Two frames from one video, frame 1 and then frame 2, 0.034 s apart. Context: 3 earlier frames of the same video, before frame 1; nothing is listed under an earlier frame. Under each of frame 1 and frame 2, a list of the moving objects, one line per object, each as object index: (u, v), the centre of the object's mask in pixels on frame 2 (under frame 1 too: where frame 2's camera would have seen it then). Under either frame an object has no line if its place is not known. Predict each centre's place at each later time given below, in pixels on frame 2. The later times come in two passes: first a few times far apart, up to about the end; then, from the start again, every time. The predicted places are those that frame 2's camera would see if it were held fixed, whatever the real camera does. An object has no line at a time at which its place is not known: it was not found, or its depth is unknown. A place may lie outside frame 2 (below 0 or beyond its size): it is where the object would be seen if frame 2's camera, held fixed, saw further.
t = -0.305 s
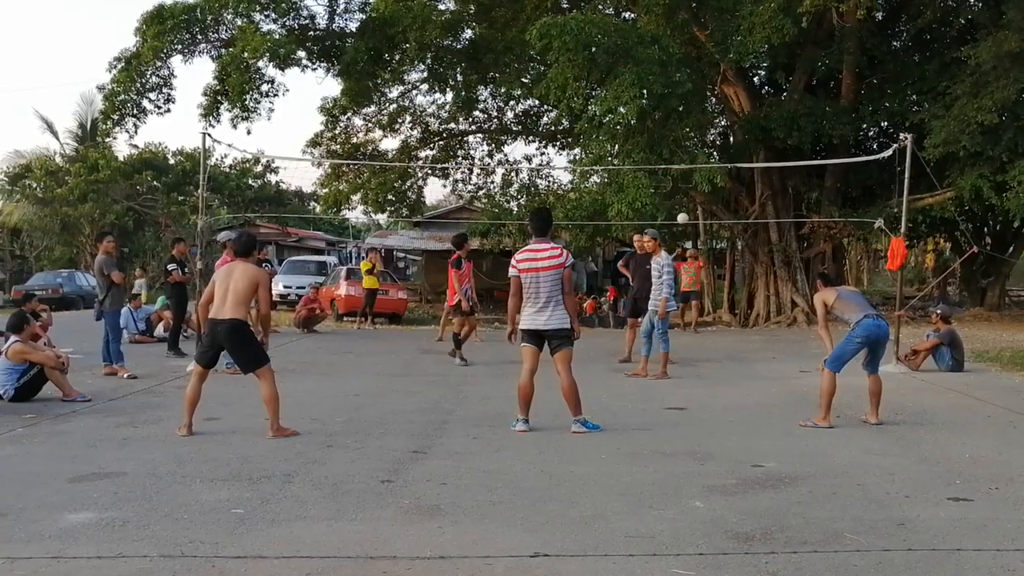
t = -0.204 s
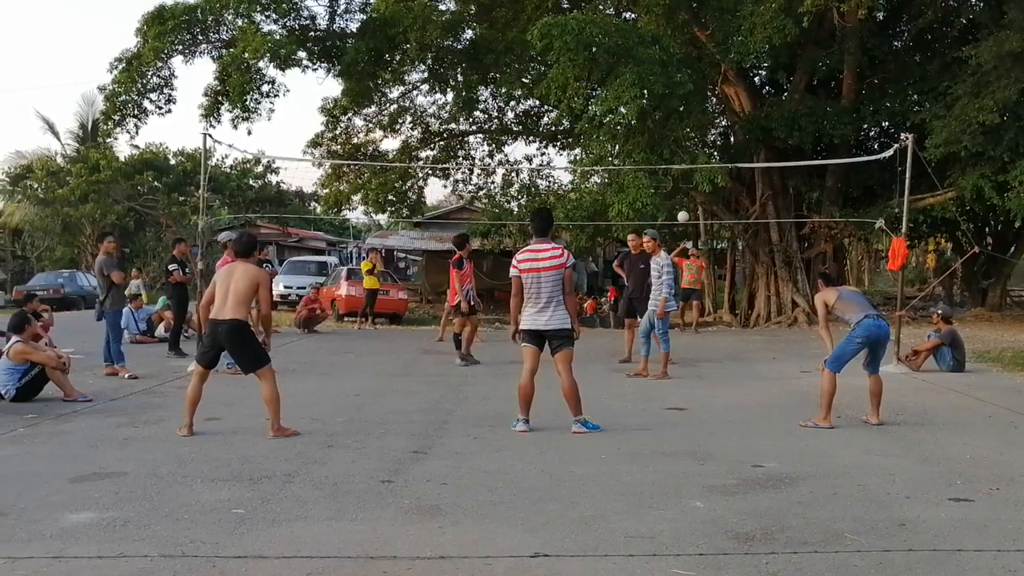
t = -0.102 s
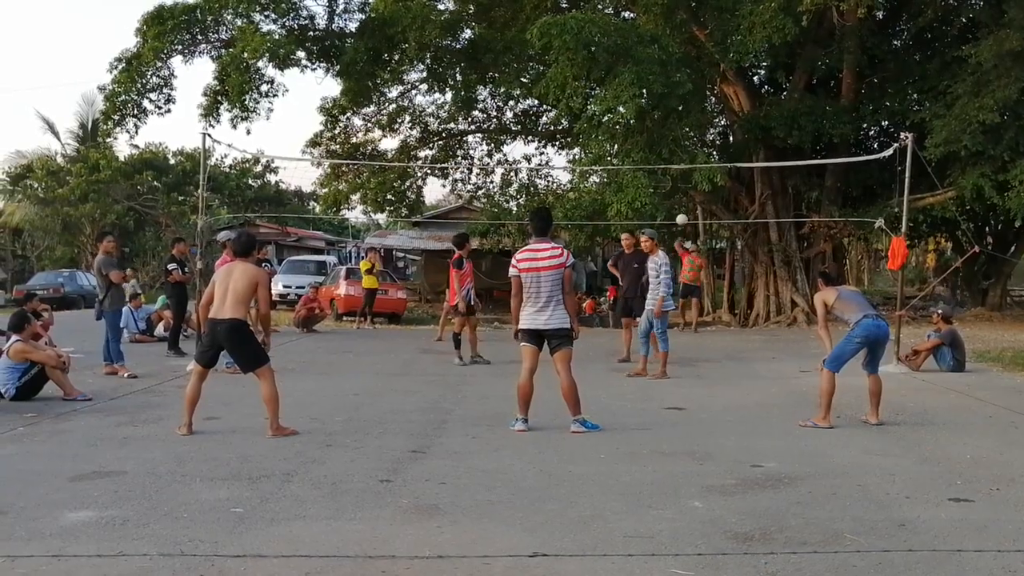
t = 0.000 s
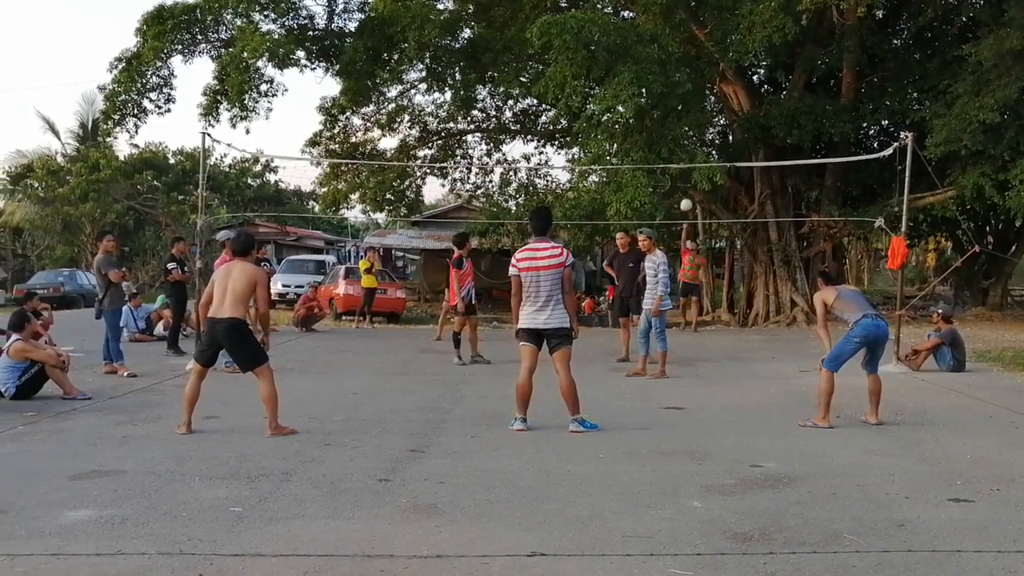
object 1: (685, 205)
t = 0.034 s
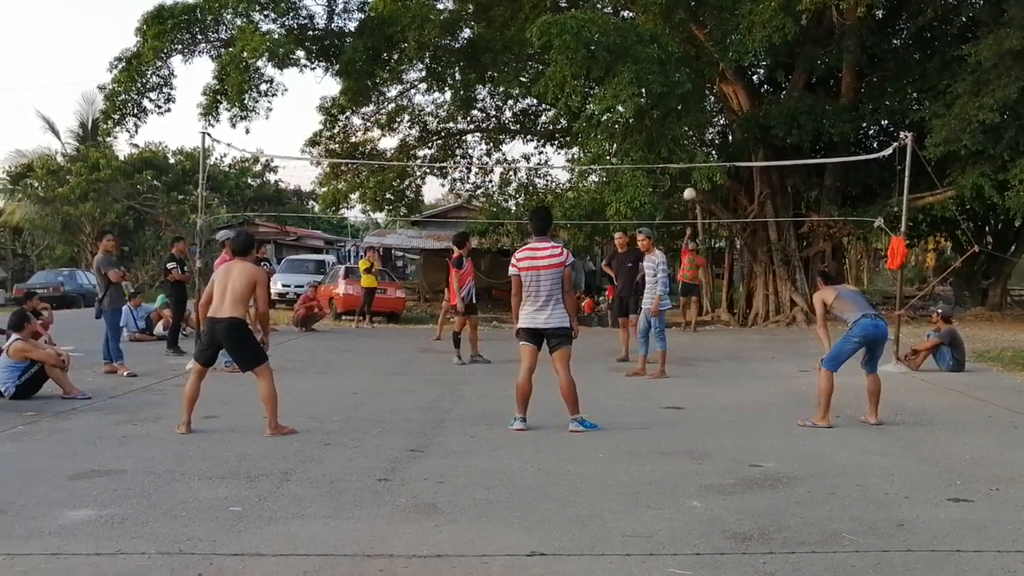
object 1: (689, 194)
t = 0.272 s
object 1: (721, 126)
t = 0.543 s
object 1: (773, 73)
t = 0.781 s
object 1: (831, 61)
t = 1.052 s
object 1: (926, 116)
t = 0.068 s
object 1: (693, 183)
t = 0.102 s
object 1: (697, 173)
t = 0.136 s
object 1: (701, 162)
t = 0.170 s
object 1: (705, 153)
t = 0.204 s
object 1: (711, 143)
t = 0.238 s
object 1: (716, 134)
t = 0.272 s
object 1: (721, 126)
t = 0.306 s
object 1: (727, 118)
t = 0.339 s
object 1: (733, 110)
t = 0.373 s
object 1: (739, 102)
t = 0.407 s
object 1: (745, 95)
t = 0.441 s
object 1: (752, 89)
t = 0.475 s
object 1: (759, 83)
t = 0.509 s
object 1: (766, 77)
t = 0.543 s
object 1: (773, 73)
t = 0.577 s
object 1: (780, 68)
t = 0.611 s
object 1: (788, 65)
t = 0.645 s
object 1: (796, 63)
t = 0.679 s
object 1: (804, 61)
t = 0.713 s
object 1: (812, 60)
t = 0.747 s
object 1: (821, 60)
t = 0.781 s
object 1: (831, 61)
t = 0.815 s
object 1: (840, 63)
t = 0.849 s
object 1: (850, 66)
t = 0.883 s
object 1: (861, 70)
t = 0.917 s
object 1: (872, 76)
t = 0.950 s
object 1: (884, 83)
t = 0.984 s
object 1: (897, 92)
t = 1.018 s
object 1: (911, 103)
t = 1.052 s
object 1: (926, 116)
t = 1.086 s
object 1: (942, 131)
